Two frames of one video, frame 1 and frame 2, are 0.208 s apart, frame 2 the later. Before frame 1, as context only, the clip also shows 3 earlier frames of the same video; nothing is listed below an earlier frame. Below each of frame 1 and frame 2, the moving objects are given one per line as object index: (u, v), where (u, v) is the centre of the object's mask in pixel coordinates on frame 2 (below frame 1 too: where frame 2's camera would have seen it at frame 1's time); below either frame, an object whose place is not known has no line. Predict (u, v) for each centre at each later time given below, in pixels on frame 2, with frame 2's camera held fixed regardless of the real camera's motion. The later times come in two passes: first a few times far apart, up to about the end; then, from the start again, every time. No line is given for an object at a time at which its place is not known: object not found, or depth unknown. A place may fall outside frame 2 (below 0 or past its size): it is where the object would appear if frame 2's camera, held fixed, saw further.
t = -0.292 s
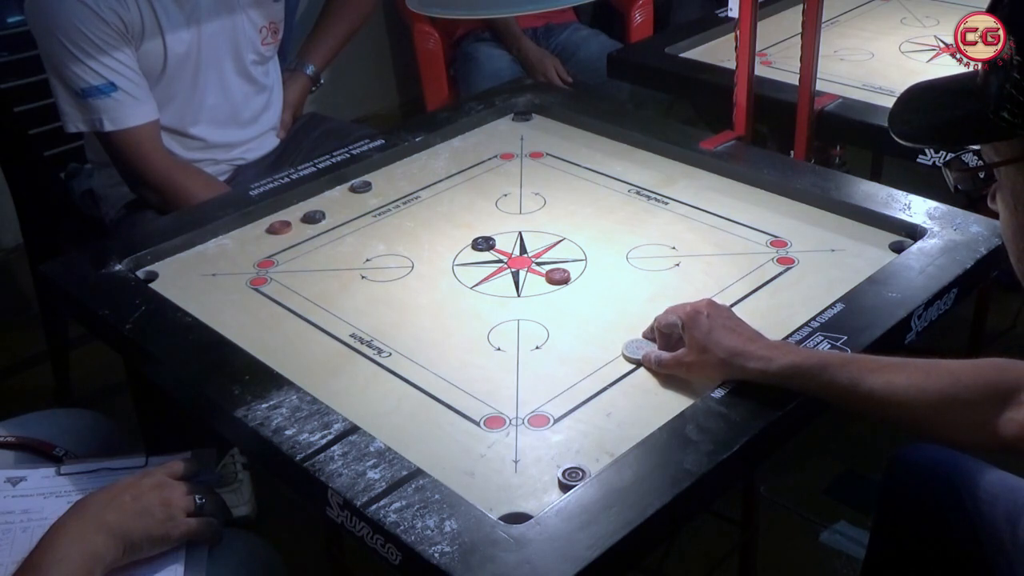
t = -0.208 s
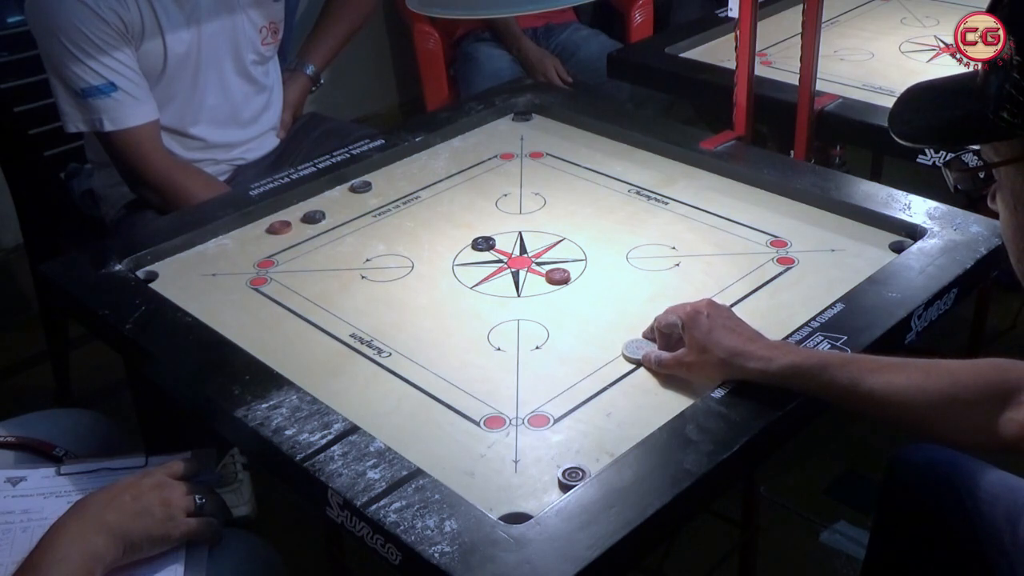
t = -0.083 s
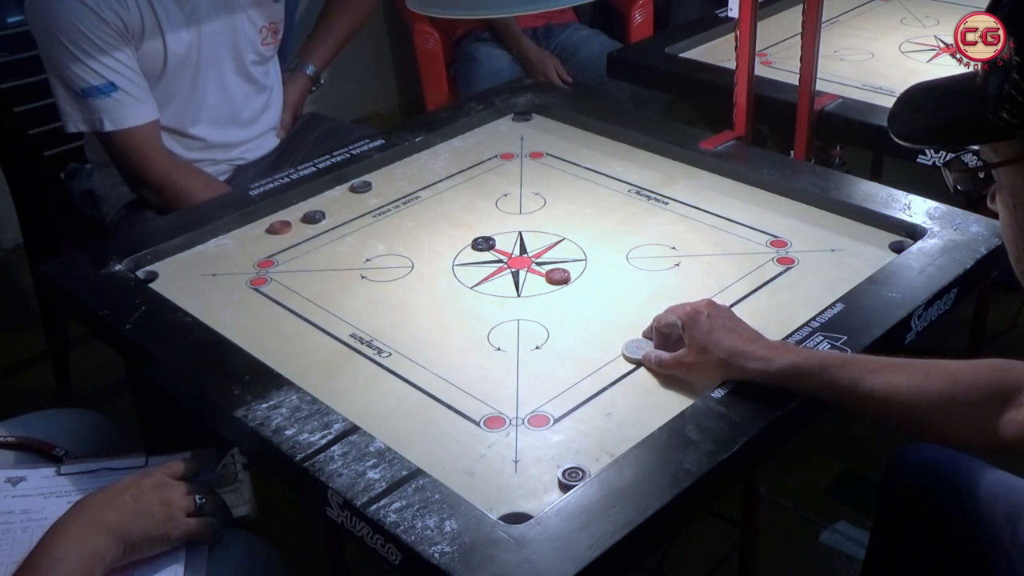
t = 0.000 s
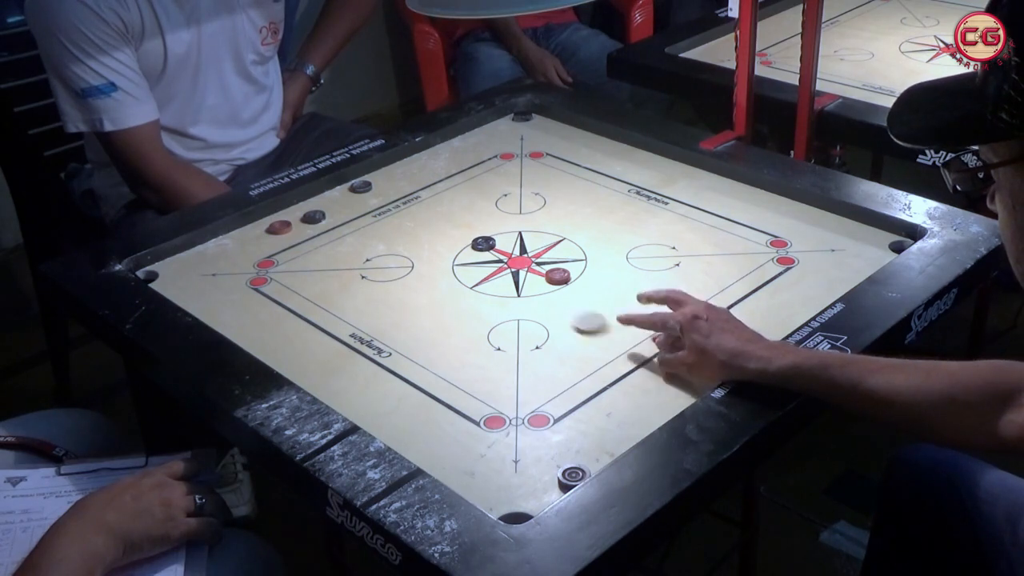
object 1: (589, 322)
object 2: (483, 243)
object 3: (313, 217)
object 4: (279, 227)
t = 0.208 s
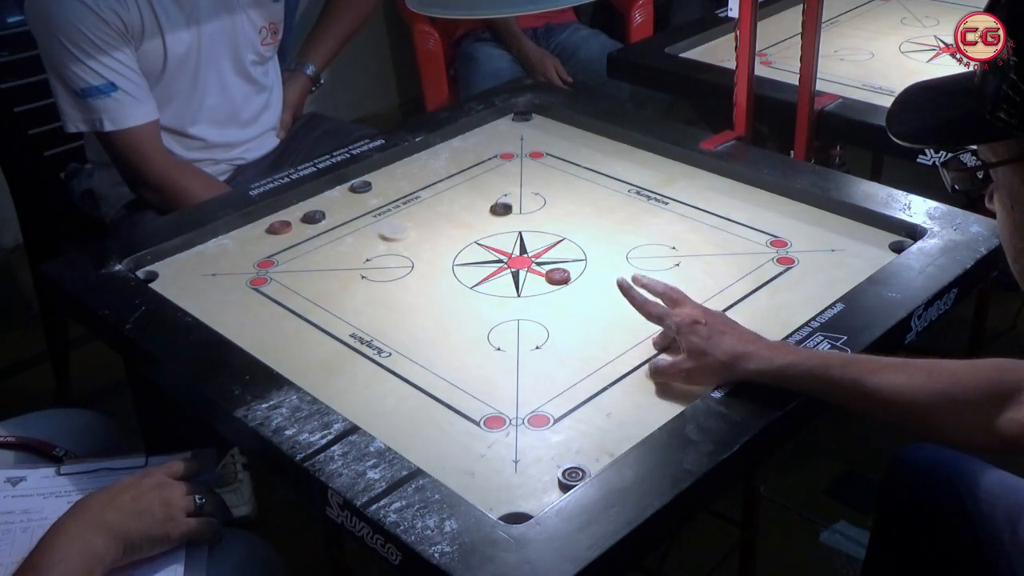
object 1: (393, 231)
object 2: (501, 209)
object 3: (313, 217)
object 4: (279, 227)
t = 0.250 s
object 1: (368, 224)
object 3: (313, 217)
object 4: (279, 227)
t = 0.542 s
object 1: (349, 214)
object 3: (309, 244)
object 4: (249, 243)
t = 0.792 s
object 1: (379, 227)
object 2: (537, 133)
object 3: (326, 261)
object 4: (246, 245)
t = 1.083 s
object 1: (382, 229)
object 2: (537, 133)
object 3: (326, 262)
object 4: (246, 245)
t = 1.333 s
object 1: (382, 229)
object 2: (537, 133)
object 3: (326, 262)
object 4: (246, 245)
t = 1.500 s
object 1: (382, 229)
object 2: (537, 133)
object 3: (326, 262)
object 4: (246, 245)
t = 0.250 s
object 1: (368, 224)
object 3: (313, 217)
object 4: (279, 227)
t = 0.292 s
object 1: (345, 217)
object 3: (313, 217)
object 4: (279, 227)
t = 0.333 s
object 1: (330, 209)
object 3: (291, 216)
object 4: (278, 228)
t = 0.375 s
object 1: (324, 203)
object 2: (520, 171)
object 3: (283, 218)
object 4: (270, 232)
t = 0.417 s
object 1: (325, 202)
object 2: (524, 163)
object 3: (291, 226)
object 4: (263, 236)
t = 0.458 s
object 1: (333, 205)
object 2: (527, 157)
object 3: (297, 232)
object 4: (257, 239)
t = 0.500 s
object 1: (340, 210)
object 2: (529, 152)
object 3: (304, 238)
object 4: (252, 242)
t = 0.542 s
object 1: (349, 214)
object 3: (309, 244)
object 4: (249, 243)
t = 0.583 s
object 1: (358, 217)
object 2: (533, 143)
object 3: (314, 248)
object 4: (247, 244)
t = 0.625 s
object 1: (364, 220)
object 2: (534, 140)
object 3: (318, 252)
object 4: (246, 245)
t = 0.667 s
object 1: (369, 222)
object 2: (535, 138)
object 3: (321, 255)
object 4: (246, 245)
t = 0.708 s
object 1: (374, 224)
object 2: (536, 136)
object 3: (323, 258)
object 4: (246, 245)
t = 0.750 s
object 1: (376, 226)
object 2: (536, 134)
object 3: (325, 260)
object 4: (246, 245)
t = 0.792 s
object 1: (379, 227)
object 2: (537, 133)
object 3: (326, 261)
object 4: (246, 245)
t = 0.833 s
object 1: (381, 229)
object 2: (537, 133)
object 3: (326, 261)
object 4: (246, 245)
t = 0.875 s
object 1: (382, 229)
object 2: (537, 133)
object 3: (326, 261)
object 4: (246, 245)
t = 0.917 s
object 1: (382, 229)
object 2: (537, 133)
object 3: (326, 262)
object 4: (246, 245)
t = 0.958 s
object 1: (382, 229)
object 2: (537, 133)
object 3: (326, 262)
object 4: (246, 245)
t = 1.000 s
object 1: (382, 229)
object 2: (537, 133)
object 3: (326, 262)
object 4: (246, 245)
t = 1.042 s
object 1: (382, 229)
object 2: (537, 133)
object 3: (326, 262)
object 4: (246, 245)
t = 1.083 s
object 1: (382, 229)
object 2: (537, 133)
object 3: (326, 262)
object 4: (246, 245)
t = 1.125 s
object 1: (382, 229)
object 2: (537, 133)
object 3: (326, 262)
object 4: (246, 245)
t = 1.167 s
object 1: (382, 229)
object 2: (537, 133)
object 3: (326, 262)
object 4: (246, 245)
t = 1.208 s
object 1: (382, 229)
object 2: (537, 133)
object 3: (326, 262)
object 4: (246, 245)
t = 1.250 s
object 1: (382, 229)
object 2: (537, 133)
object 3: (326, 262)
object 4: (246, 245)
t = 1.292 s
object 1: (382, 229)
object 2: (537, 133)
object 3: (326, 262)
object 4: (246, 245)
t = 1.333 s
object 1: (382, 229)
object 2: (537, 133)
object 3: (326, 262)
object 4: (246, 245)
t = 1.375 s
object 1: (382, 229)
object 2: (537, 133)
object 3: (326, 262)
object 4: (246, 245)
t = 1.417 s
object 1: (382, 229)
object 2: (537, 133)
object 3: (326, 262)
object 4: (246, 245)
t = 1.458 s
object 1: (382, 229)
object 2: (537, 133)
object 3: (326, 262)
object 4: (246, 245)
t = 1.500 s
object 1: (382, 229)
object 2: (537, 133)
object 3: (326, 262)
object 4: (246, 245)
